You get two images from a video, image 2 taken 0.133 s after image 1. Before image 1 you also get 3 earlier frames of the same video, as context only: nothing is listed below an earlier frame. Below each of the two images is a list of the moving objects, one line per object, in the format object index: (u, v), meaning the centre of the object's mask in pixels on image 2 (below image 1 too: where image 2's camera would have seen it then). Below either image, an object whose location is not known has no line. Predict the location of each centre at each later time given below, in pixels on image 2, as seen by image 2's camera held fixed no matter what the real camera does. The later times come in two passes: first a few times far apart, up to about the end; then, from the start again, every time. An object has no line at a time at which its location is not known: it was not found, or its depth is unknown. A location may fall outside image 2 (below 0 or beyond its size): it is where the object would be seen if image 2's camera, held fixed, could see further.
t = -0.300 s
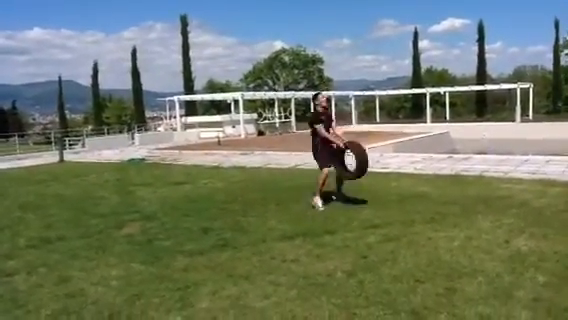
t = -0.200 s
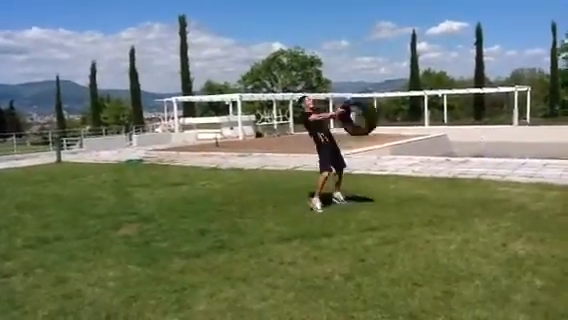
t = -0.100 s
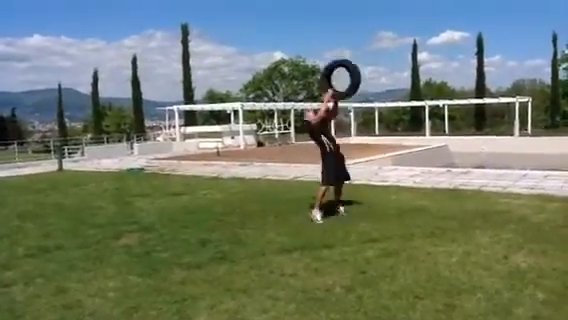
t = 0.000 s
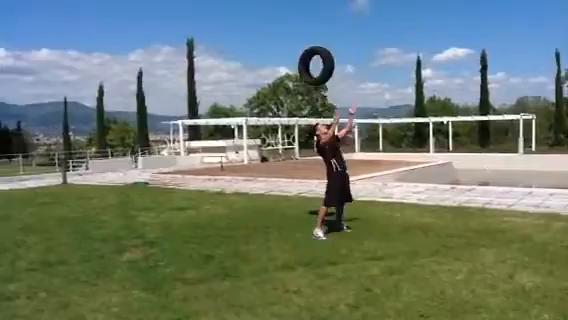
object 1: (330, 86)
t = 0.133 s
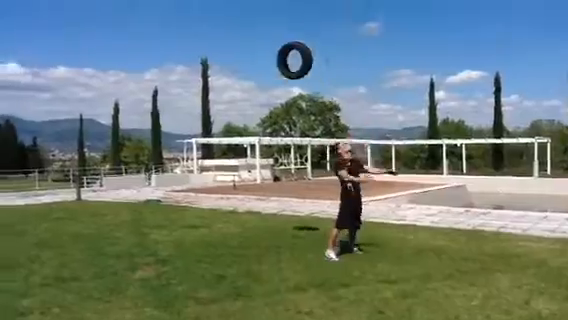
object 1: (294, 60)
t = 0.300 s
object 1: (253, 47)
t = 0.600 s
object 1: (196, 63)
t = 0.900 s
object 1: (153, 117)
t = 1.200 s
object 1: (114, 200)
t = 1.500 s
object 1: (78, 183)
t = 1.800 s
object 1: (44, 176)
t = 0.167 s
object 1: (285, 56)
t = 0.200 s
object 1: (277, 52)
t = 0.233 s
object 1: (269, 50)
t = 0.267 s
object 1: (261, 48)
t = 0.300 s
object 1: (253, 47)
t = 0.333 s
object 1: (246, 46)
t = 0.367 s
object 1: (240, 46)
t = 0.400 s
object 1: (233, 47)
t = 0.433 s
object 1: (226, 49)
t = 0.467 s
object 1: (220, 50)
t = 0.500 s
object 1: (214, 53)
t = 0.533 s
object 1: (209, 54)
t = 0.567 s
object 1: (202, 59)
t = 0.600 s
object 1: (196, 63)
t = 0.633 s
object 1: (191, 68)
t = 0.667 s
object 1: (185, 72)
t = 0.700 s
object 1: (179, 77)
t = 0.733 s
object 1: (174, 83)
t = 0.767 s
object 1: (170, 89)
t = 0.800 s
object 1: (164, 96)
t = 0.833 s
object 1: (160, 103)
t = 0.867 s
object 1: (156, 109)
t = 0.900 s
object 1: (153, 117)
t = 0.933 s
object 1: (145, 125)
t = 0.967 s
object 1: (142, 132)
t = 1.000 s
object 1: (140, 141)
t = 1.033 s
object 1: (137, 150)
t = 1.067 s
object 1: (133, 158)
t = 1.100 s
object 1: (129, 168)
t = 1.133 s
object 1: (123, 176)
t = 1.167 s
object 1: (118, 189)
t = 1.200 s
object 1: (114, 200)
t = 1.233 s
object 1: (110, 209)
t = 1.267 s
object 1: (106, 210)
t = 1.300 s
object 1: (102, 206)
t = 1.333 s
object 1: (97, 201)
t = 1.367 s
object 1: (94, 195)
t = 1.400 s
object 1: (89, 191)
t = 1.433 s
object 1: (86, 187)
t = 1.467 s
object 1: (82, 185)
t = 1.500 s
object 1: (78, 183)
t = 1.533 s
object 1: (75, 180)
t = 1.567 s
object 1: (71, 178)
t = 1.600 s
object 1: (67, 177)
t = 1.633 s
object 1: (63, 175)
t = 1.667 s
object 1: (60, 174)
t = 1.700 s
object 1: (55, 174)
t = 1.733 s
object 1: (52, 175)
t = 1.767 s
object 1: (47, 175)
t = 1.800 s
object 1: (44, 176)
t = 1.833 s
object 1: (40, 177)
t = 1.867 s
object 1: (36, 179)
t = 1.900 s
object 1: (32, 182)
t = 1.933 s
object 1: (28, 185)
